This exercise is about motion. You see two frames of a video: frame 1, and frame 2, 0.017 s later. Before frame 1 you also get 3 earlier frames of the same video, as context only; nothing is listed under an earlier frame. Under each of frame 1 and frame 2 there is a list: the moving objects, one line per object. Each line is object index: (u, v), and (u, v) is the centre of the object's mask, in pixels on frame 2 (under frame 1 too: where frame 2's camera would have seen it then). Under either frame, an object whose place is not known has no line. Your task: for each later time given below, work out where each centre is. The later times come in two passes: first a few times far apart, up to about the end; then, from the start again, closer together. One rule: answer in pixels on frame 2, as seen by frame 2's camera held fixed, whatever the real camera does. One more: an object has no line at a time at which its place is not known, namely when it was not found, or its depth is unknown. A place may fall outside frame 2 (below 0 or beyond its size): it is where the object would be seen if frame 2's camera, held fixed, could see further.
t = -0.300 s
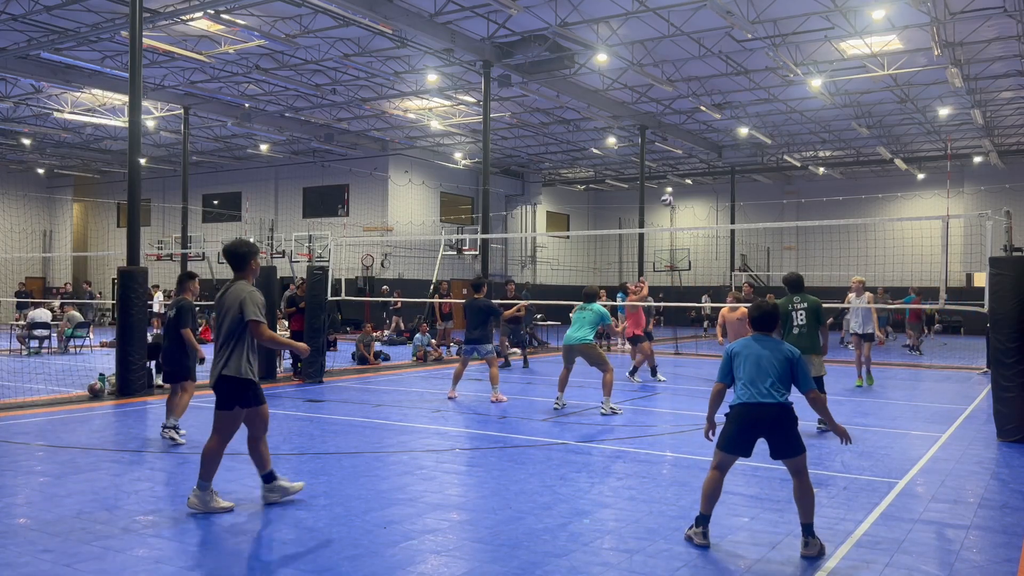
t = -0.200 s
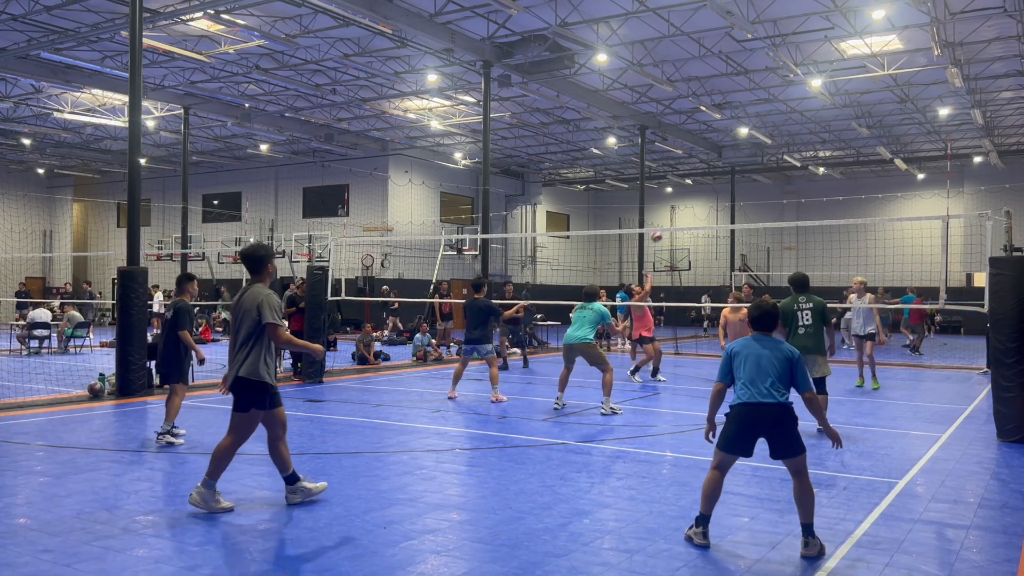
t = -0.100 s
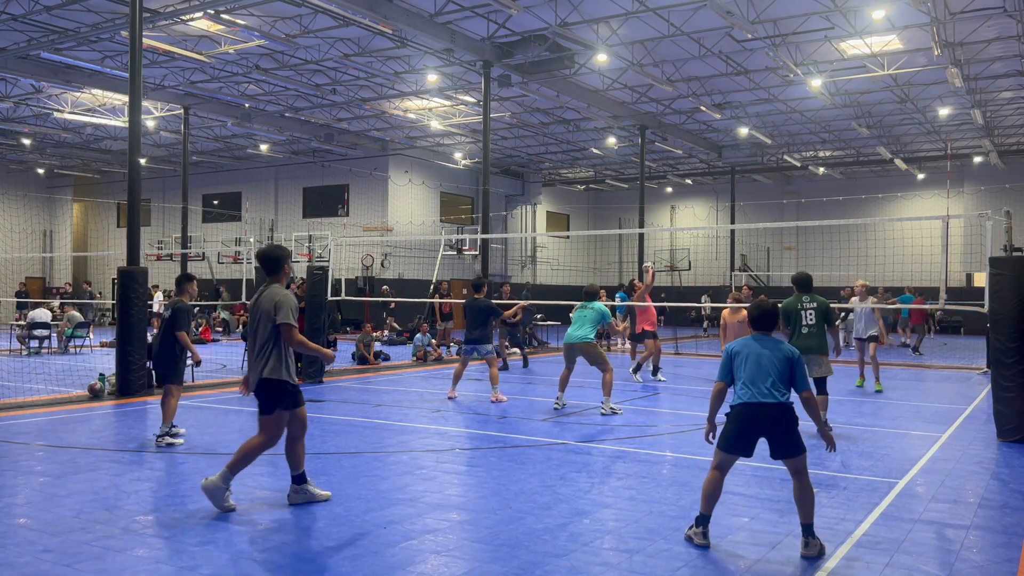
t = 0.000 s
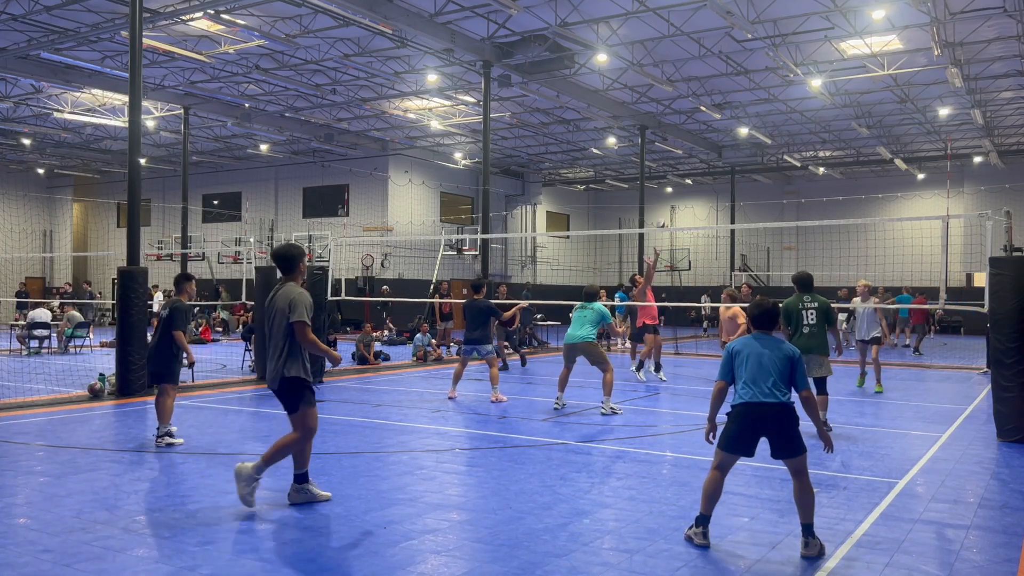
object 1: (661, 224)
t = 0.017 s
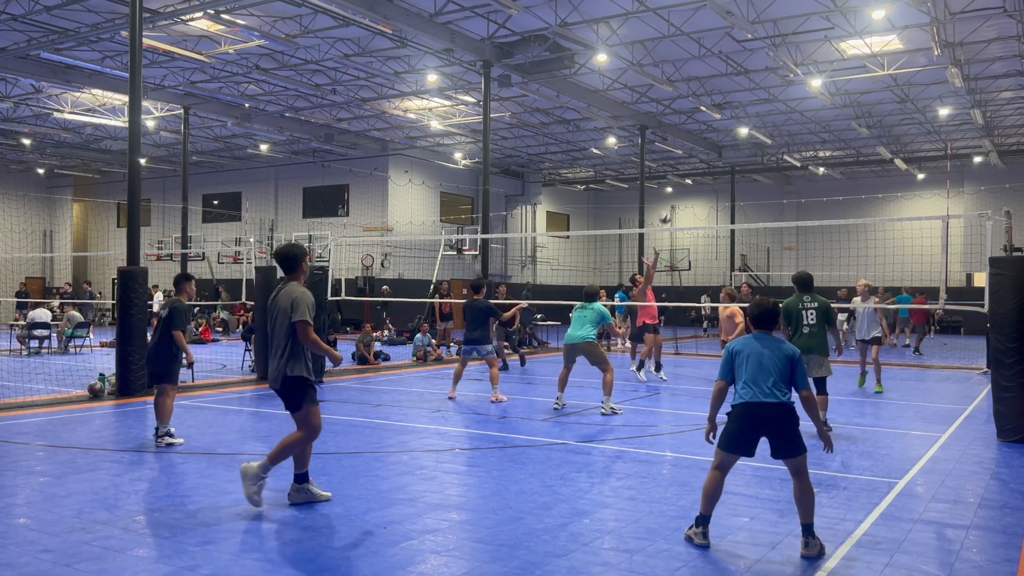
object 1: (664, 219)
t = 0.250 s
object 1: (703, 132)
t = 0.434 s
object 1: (733, 86)
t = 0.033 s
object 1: (667, 211)
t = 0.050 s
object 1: (670, 203)
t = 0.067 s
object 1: (673, 196)
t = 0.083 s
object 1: (676, 189)
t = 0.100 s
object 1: (678, 183)
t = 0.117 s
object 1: (681, 176)
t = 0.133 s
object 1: (684, 171)
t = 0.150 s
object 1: (686, 164)
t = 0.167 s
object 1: (689, 158)
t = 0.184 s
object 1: (691, 152)
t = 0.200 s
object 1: (694, 147)
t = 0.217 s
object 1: (698, 141)
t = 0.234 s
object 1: (700, 137)
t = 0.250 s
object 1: (703, 132)
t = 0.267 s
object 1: (706, 127)
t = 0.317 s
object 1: (714, 113)
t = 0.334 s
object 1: (717, 109)
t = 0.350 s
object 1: (719, 105)
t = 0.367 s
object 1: (722, 101)
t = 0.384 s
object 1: (725, 98)
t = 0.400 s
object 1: (728, 94)
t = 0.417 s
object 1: (731, 90)
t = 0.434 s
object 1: (733, 86)
